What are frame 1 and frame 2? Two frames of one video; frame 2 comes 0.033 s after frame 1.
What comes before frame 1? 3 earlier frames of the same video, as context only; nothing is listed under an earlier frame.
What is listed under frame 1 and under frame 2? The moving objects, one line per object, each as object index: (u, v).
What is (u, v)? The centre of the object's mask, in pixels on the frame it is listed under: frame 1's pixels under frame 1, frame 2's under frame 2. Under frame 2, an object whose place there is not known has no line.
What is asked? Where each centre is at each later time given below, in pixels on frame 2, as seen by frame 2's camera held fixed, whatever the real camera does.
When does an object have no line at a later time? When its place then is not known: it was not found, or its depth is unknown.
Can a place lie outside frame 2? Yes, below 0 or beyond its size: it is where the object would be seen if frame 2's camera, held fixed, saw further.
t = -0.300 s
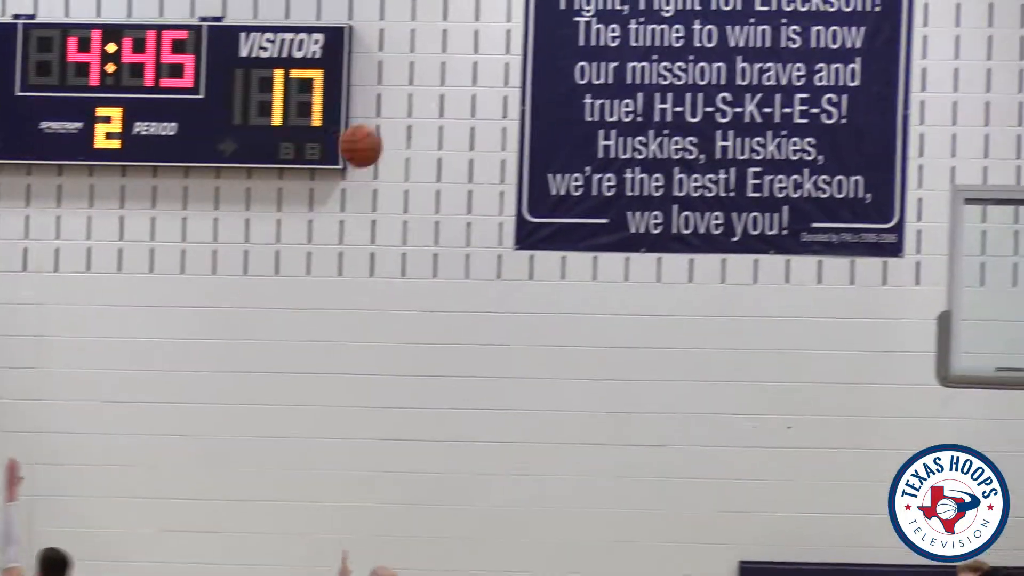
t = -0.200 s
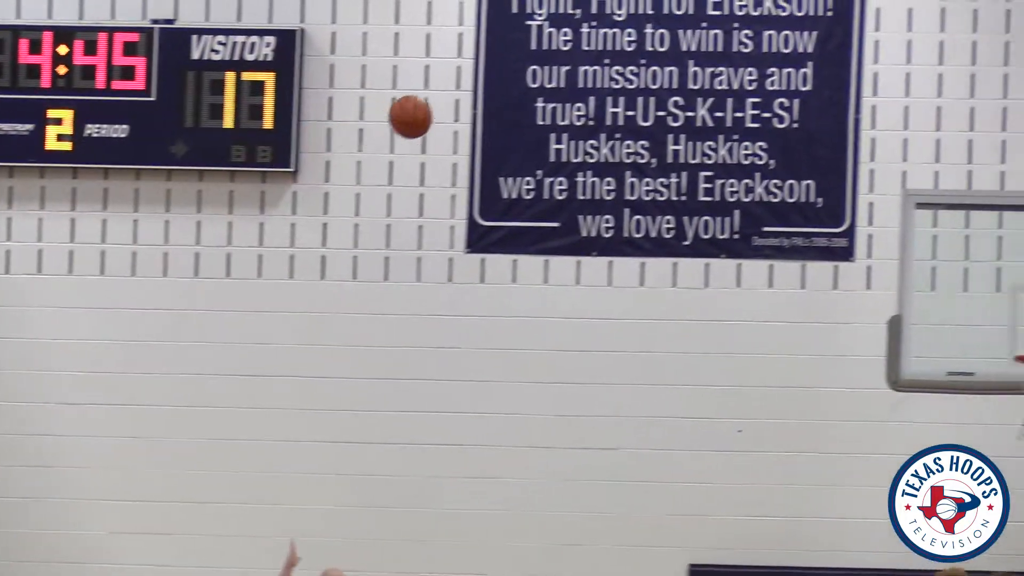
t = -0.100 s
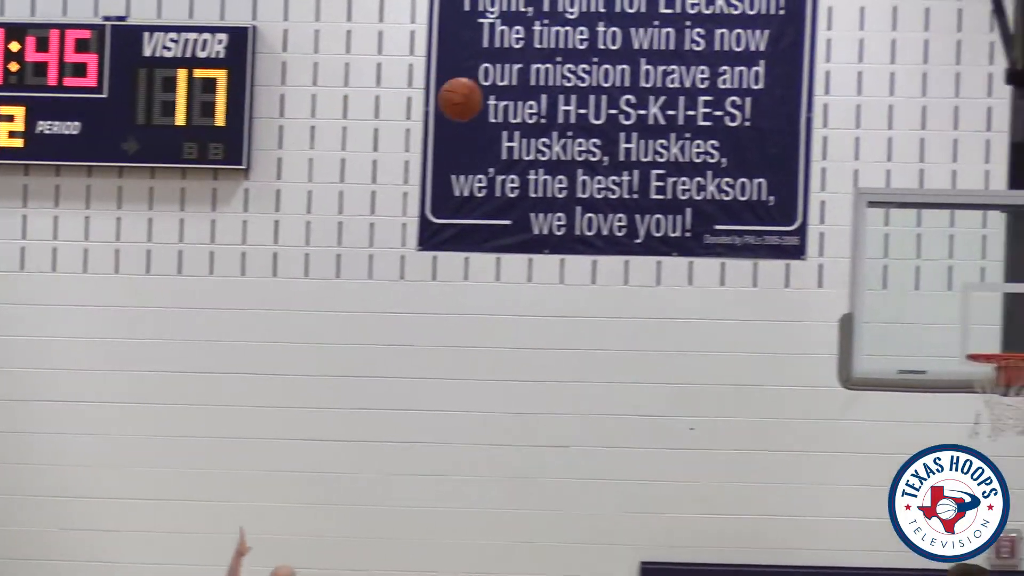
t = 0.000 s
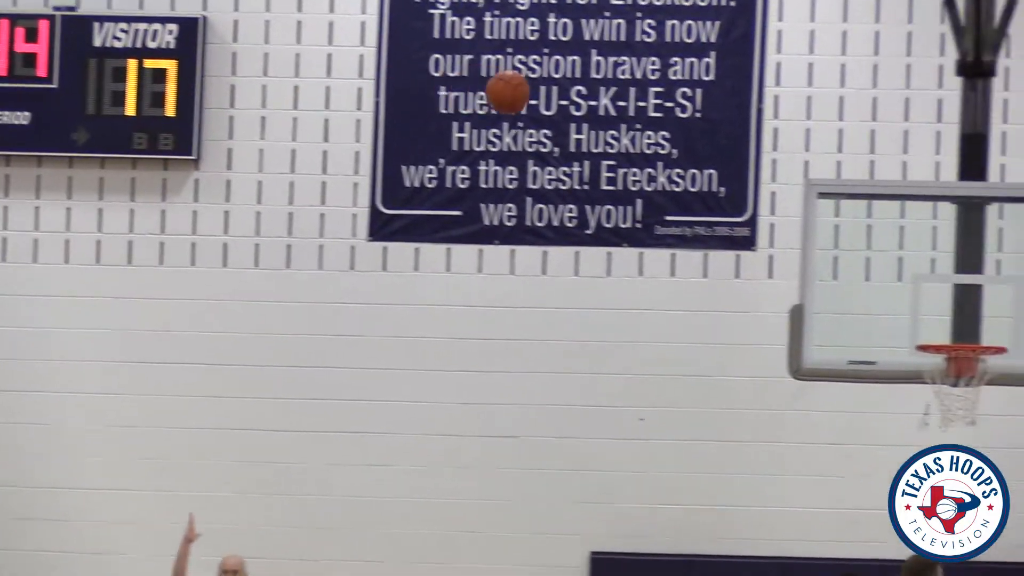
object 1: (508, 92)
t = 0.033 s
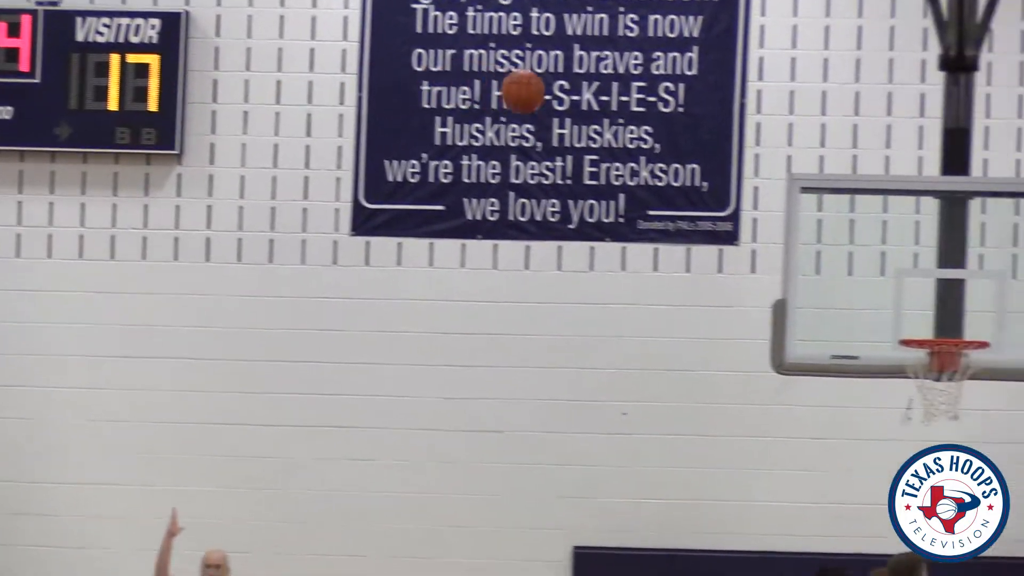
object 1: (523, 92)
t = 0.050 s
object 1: (540, 95)
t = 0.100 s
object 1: (591, 107)
